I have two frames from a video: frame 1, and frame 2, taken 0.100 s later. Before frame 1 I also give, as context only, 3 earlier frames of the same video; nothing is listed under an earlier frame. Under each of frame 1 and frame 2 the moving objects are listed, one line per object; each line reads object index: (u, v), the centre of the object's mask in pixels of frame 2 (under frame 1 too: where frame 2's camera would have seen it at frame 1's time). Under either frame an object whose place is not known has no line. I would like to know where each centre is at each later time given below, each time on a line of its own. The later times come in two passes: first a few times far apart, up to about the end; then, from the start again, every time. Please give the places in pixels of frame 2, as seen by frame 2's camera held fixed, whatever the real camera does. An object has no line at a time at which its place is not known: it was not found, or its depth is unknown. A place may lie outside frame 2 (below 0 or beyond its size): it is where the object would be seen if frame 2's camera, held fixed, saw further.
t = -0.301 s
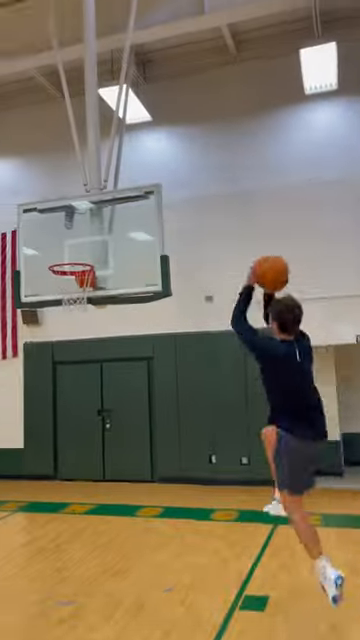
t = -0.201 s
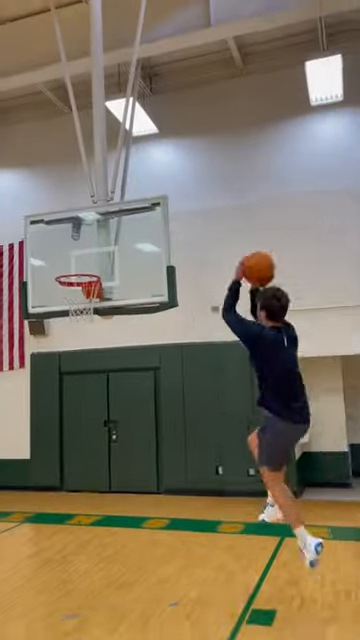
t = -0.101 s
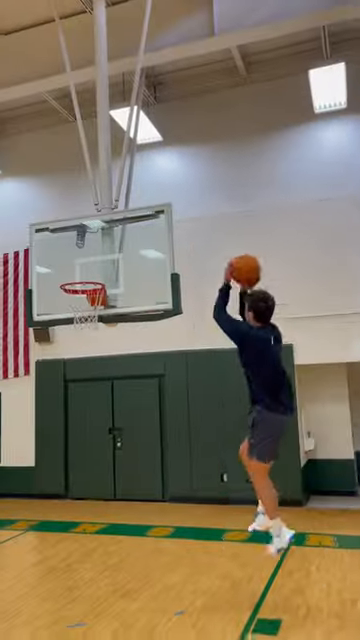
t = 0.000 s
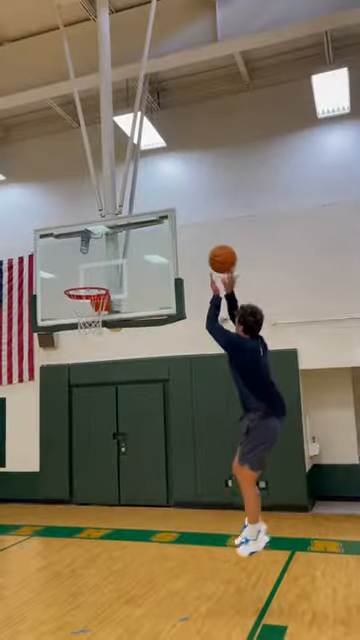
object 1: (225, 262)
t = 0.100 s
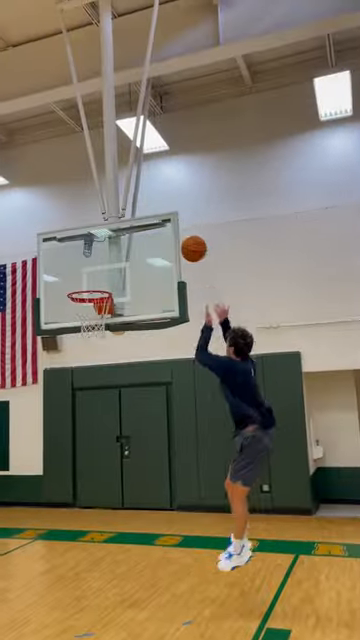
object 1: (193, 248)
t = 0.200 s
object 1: (167, 247)
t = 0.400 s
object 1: (126, 268)
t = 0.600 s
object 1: (81, 297)
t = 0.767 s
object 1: (106, 328)
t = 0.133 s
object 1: (184, 247)
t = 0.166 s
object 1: (175, 246)
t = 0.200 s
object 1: (167, 247)
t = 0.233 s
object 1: (159, 248)
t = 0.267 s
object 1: (152, 250)
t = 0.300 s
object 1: (145, 254)
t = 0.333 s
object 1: (138, 258)
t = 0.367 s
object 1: (133, 263)
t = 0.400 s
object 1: (126, 268)
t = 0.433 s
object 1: (119, 272)
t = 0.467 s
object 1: (111, 275)
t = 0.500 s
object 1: (103, 279)
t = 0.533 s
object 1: (95, 284)
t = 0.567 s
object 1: (87, 289)
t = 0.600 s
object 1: (81, 297)
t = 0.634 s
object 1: (86, 302)
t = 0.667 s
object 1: (92, 309)
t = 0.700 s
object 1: (98, 319)
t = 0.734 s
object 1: (103, 323)
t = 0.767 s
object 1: (106, 328)
